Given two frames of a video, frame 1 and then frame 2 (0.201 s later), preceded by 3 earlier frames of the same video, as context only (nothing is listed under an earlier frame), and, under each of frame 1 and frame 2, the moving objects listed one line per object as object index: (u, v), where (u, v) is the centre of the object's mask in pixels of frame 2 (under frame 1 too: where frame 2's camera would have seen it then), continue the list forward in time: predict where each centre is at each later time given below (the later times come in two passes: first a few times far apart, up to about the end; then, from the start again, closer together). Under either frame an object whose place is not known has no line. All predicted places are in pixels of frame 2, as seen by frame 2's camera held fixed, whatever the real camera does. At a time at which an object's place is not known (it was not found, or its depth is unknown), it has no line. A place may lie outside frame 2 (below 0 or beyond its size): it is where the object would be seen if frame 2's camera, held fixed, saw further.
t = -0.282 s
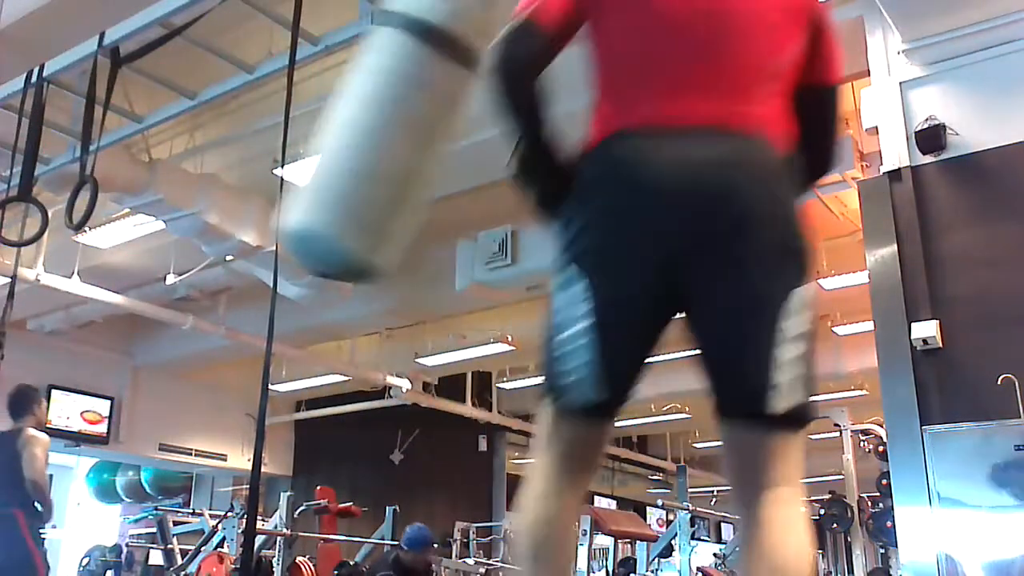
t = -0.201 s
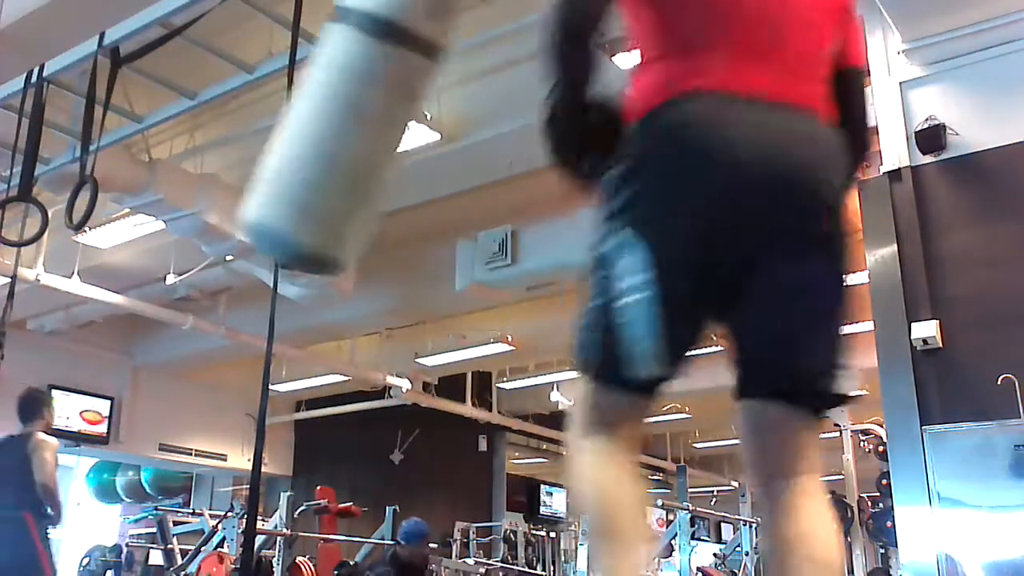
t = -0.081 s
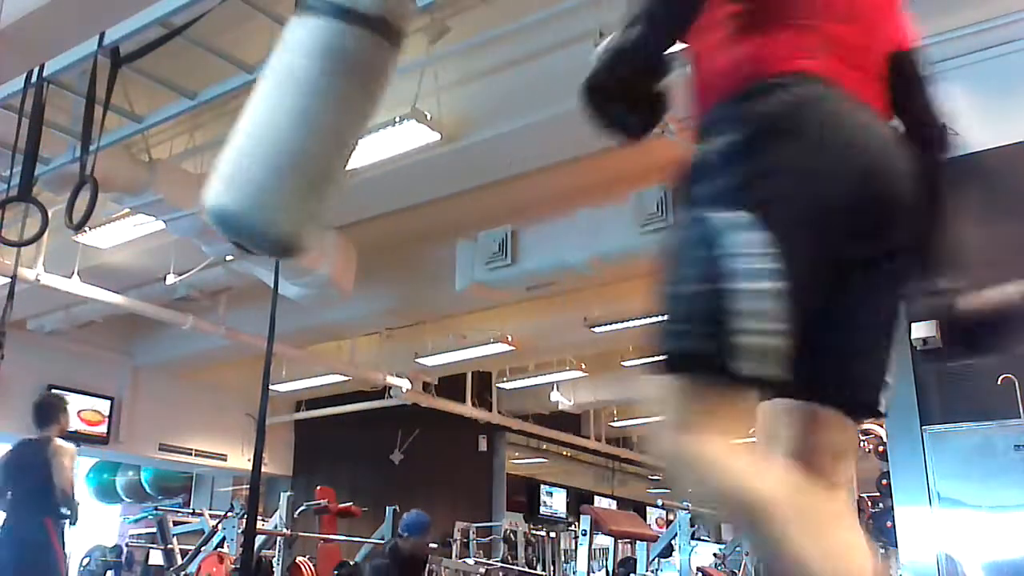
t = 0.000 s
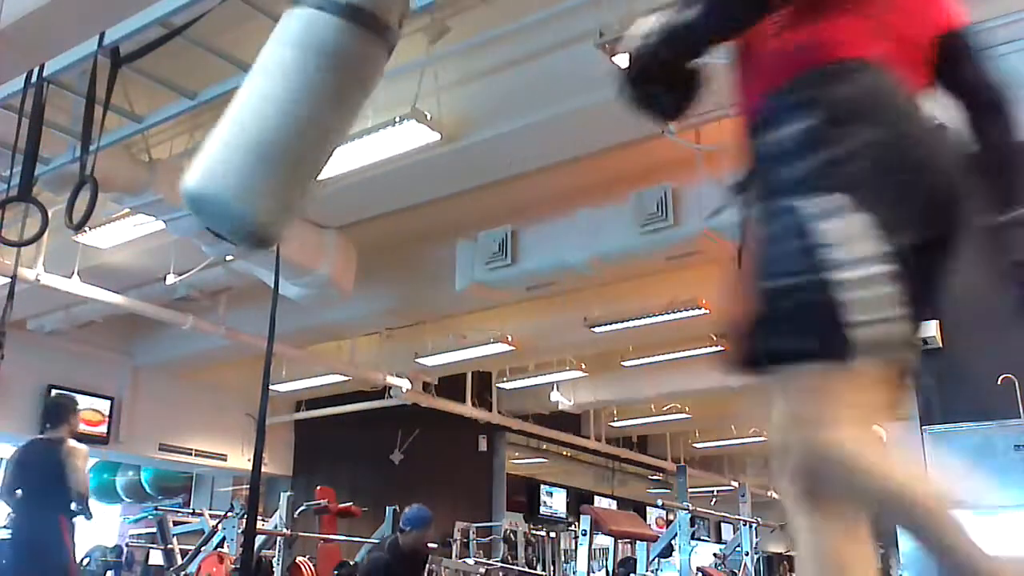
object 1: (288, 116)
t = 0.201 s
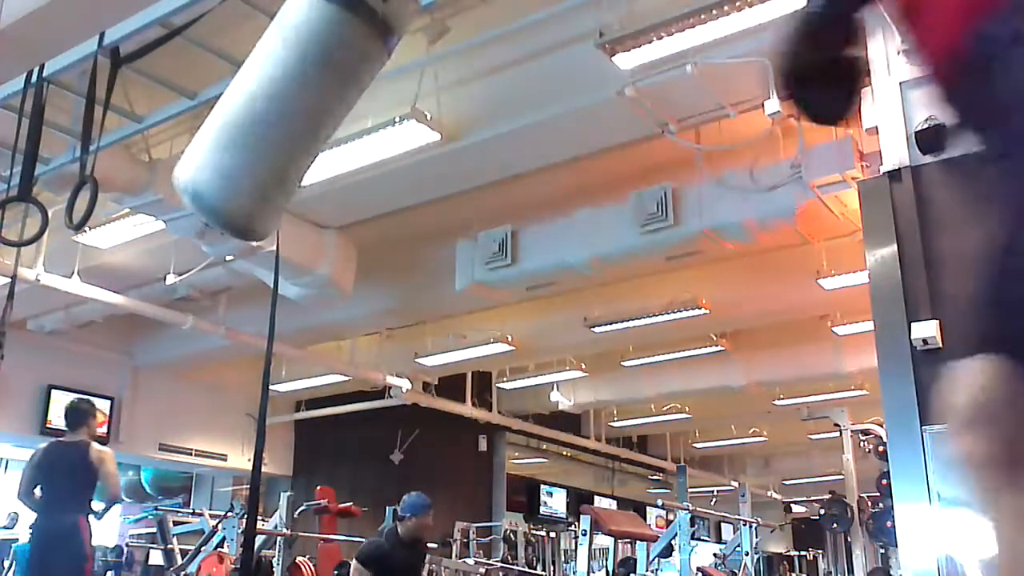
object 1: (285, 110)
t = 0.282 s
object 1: (292, 113)
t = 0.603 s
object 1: (413, 139)
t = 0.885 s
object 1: (617, 127)
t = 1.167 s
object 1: (824, 87)
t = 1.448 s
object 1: (894, 73)
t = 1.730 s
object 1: (802, 104)
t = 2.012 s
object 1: (623, 150)
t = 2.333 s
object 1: (413, 151)
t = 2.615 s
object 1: (299, 127)
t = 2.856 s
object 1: (264, 116)
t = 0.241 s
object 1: (287, 110)
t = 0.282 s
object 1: (292, 113)
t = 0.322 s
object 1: (296, 115)
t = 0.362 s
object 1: (304, 119)
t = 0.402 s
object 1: (315, 124)
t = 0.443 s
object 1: (331, 131)
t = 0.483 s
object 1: (345, 131)
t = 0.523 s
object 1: (366, 135)
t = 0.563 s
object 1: (389, 137)
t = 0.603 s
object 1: (413, 139)
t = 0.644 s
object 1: (435, 137)
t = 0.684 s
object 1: (467, 141)
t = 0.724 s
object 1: (492, 138)
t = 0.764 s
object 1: (524, 138)
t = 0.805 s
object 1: (556, 134)
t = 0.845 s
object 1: (584, 133)
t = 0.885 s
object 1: (617, 127)
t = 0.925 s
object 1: (653, 125)
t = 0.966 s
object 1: (682, 120)
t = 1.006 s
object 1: (712, 115)
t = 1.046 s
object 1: (746, 111)
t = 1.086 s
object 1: (771, 101)
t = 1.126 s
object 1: (796, 94)
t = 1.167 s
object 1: (824, 87)
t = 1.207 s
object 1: (845, 81)
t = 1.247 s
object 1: (862, 75)
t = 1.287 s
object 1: (879, 74)
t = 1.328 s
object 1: (886, 70)
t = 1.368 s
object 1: (894, 71)
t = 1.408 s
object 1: (894, 70)
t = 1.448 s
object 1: (894, 73)
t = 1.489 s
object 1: (889, 75)
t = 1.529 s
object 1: (882, 79)
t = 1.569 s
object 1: (872, 83)
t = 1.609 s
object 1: (863, 89)
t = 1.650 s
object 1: (848, 94)
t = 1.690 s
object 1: (828, 99)
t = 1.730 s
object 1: (802, 104)
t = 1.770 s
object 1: (781, 113)
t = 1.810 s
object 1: (759, 119)
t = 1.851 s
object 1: (730, 126)
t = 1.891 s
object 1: (705, 134)
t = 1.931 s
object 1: (678, 142)
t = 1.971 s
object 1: (651, 146)
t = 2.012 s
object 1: (623, 150)
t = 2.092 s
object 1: (562, 152)
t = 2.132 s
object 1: (534, 151)
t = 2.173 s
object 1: (509, 154)
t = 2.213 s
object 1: (483, 153)
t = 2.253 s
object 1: (459, 153)
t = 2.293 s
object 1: (437, 152)
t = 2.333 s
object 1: (413, 151)
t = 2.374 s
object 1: (395, 147)
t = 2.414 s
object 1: (374, 144)
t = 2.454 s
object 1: (356, 143)
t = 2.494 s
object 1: (338, 137)
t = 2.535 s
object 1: (324, 132)
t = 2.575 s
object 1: (310, 130)
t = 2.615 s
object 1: (299, 127)
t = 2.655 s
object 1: (288, 124)
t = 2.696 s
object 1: (279, 121)
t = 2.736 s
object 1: (275, 119)
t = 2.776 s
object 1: (270, 118)
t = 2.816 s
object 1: (266, 116)
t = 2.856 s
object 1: (264, 116)
